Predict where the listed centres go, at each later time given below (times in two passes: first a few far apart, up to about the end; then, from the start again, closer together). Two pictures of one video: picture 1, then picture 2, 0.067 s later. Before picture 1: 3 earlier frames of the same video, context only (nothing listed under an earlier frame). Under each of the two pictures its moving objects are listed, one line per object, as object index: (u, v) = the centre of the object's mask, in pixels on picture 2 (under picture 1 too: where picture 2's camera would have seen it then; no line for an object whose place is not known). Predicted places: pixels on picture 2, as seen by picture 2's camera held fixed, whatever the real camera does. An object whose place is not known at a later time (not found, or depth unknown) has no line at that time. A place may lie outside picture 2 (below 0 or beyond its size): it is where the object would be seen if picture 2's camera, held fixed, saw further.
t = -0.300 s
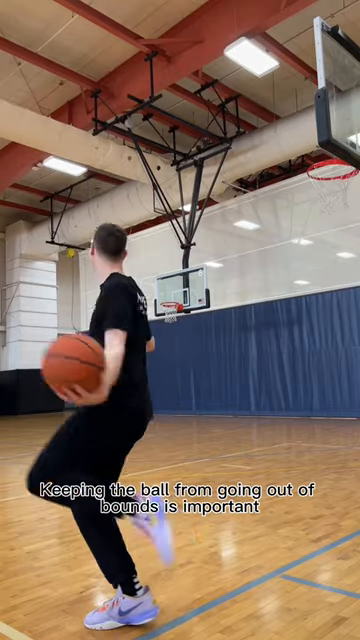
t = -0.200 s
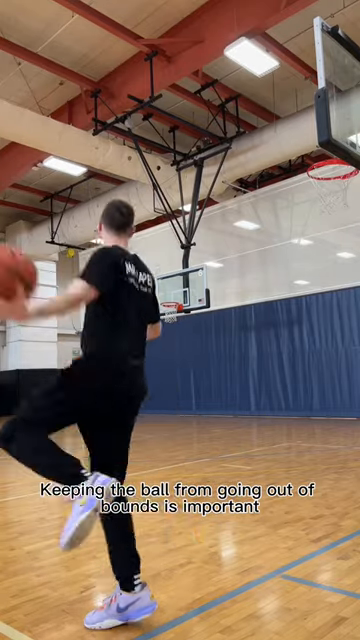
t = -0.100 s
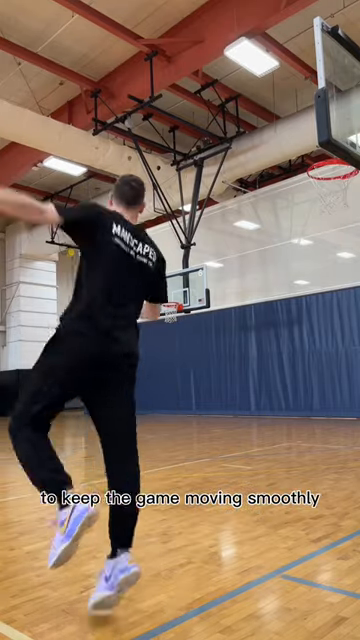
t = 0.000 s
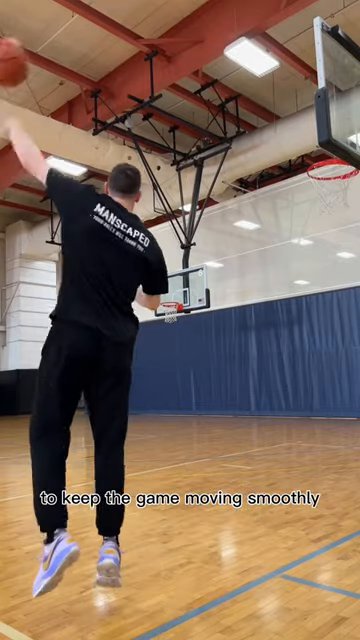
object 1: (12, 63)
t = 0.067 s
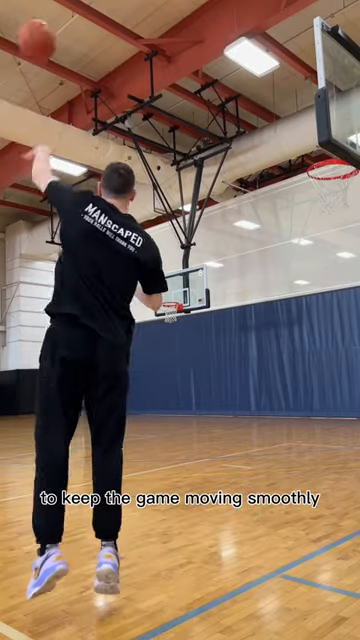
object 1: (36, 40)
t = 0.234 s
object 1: (83, 26)
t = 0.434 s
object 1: (112, 43)
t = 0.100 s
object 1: (49, 35)
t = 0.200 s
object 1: (76, 26)
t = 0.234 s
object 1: (83, 26)
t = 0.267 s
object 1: (89, 27)
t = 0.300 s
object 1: (94, 29)
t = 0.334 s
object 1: (99, 32)
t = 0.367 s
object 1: (104, 35)
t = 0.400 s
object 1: (108, 39)
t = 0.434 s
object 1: (112, 43)
